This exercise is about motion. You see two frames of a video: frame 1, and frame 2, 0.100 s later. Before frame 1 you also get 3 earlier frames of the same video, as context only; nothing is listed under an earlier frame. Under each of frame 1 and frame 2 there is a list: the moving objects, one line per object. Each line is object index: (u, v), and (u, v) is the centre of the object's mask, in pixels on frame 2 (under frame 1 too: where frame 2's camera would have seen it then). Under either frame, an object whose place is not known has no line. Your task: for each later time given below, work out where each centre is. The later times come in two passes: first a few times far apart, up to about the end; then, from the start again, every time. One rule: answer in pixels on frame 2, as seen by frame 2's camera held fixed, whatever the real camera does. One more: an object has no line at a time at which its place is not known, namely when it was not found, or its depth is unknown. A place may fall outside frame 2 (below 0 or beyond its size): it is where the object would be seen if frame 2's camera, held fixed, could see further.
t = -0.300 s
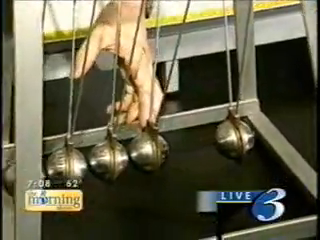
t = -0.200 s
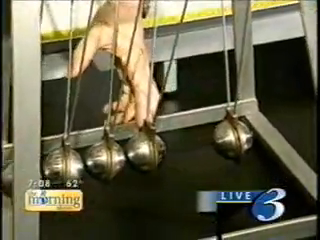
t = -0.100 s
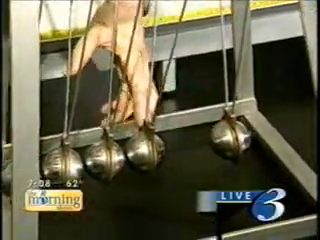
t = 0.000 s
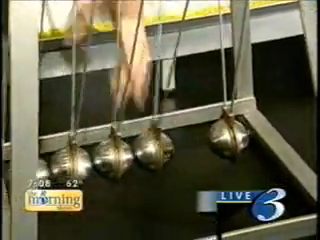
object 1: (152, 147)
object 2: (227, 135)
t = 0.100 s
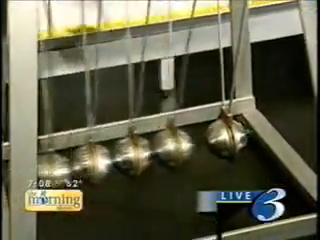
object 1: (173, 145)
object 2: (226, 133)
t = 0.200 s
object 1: (197, 141)
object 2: (235, 134)
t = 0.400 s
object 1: (231, 133)
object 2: (268, 124)
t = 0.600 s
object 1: (216, 137)
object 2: (254, 128)
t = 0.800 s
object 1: (172, 146)
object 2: (226, 134)
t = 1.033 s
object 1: (147, 147)
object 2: (220, 136)
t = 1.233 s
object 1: (178, 143)
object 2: (224, 134)
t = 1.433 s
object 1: (220, 133)
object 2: (258, 124)
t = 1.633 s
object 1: (225, 132)
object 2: (264, 123)
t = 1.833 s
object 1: (189, 140)
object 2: (228, 130)
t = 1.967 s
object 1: (161, 143)
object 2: (220, 132)
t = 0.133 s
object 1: (181, 143)
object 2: (226, 135)
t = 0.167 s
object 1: (188, 142)
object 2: (228, 135)
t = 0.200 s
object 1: (197, 141)
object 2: (235, 134)
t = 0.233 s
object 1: (204, 139)
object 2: (243, 132)
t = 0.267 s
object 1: (212, 137)
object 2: (250, 130)
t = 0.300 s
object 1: (218, 136)
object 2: (257, 126)
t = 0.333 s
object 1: (224, 134)
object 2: (262, 125)
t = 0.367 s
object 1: (228, 134)
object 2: (265, 124)
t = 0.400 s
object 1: (231, 133)
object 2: (268, 124)
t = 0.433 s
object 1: (231, 133)
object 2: (269, 124)
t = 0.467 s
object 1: (231, 133)
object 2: (269, 124)
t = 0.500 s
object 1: (229, 133)
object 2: (267, 124)
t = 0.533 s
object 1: (226, 134)
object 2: (264, 125)
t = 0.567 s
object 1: (222, 135)
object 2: (260, 126)
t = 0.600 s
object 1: (216, 137)
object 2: (254, 128)
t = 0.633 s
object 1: (209, 139)
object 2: (249, 129)
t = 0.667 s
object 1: (202, 141)
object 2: (242, 130)
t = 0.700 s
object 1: (194, 142)
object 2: (233, 133)
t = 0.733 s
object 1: (187, 144)
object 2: (229, 134)
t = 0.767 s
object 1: (179, 145)
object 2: (228, 134)
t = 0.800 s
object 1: (172, 146)
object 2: (226, 134)
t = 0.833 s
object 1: (165, 146)
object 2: (225, 135)
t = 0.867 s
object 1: (158, 147)
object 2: (223, 135)
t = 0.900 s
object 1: (153, 147)
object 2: (222, 136)
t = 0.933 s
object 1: (149, 147)
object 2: (221, 136)
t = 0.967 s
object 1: (147, 147)
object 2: (220, 136)
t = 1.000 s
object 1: (146, 147)
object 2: (220, 136)
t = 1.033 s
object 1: (147, 147)
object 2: (220, 136)
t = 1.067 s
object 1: (149, 147)
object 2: (220, 136)
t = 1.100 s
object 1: (153, 146)
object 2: (221, 136)
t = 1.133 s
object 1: (158, 146)
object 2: (221, 136)
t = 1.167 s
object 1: (164, 145)
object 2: (222, 135)
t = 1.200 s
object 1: (171, 144)
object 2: (223, 135)
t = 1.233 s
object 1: (178, 143)
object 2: (224, 134)
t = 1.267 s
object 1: (186, 142)
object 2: (226, 134)
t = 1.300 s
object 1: (193, 140)
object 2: (233, 132)
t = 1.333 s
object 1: (201, 138)
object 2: (239, 131)
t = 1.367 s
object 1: (209, 136)
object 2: (247, 127)
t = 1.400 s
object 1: (214, 135)
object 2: (253, 125)
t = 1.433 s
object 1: (220, 133)
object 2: (258, 124)
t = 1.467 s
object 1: (224, 132)
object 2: (262, 122)
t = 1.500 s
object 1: (228, 131)
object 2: (266, 122)
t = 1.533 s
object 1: (229, 131)
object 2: (267, 122)
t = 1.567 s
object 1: (229, 131)
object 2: (267, 122)
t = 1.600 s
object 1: (228, 131)
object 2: (267, 123)
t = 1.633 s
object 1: (225, 132)
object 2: (264, 123)
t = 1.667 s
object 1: (222, 133)
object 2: (260, 124)
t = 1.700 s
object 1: (217, 134)
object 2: (255, 124)
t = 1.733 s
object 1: (210, 136)
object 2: (250, 126)
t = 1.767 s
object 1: (204, 137)
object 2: (244, 126)
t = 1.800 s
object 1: (197, 139)
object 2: (236, 129)
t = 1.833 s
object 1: (189, 140)
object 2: (228, 130)
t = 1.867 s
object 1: (181, 141)
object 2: (226, 130)
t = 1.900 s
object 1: (174, 142)
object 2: (223, 131)
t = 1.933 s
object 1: (168, 143)
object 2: (221, 131)
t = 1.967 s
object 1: (161, 143)
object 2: (220, 132)
